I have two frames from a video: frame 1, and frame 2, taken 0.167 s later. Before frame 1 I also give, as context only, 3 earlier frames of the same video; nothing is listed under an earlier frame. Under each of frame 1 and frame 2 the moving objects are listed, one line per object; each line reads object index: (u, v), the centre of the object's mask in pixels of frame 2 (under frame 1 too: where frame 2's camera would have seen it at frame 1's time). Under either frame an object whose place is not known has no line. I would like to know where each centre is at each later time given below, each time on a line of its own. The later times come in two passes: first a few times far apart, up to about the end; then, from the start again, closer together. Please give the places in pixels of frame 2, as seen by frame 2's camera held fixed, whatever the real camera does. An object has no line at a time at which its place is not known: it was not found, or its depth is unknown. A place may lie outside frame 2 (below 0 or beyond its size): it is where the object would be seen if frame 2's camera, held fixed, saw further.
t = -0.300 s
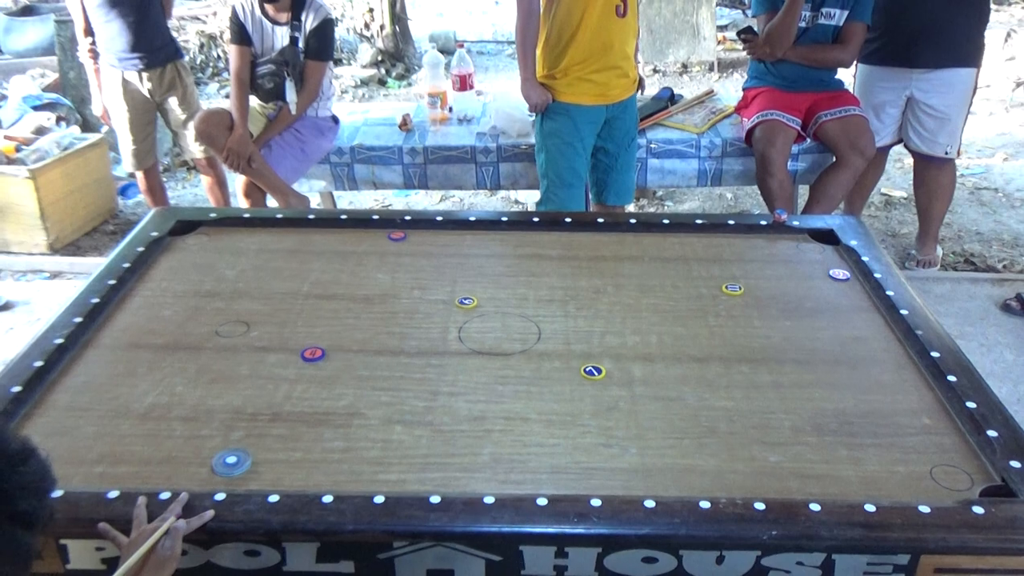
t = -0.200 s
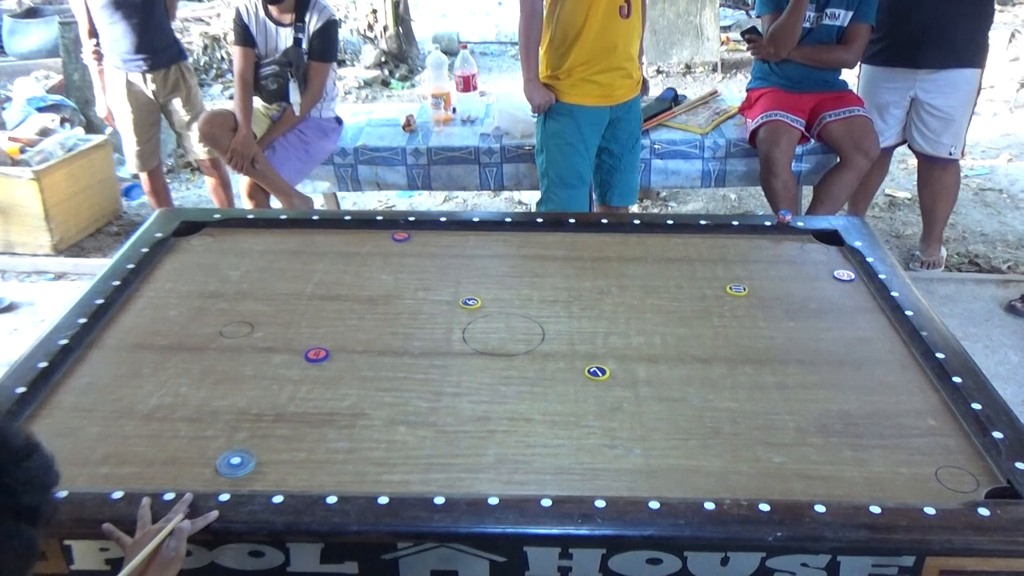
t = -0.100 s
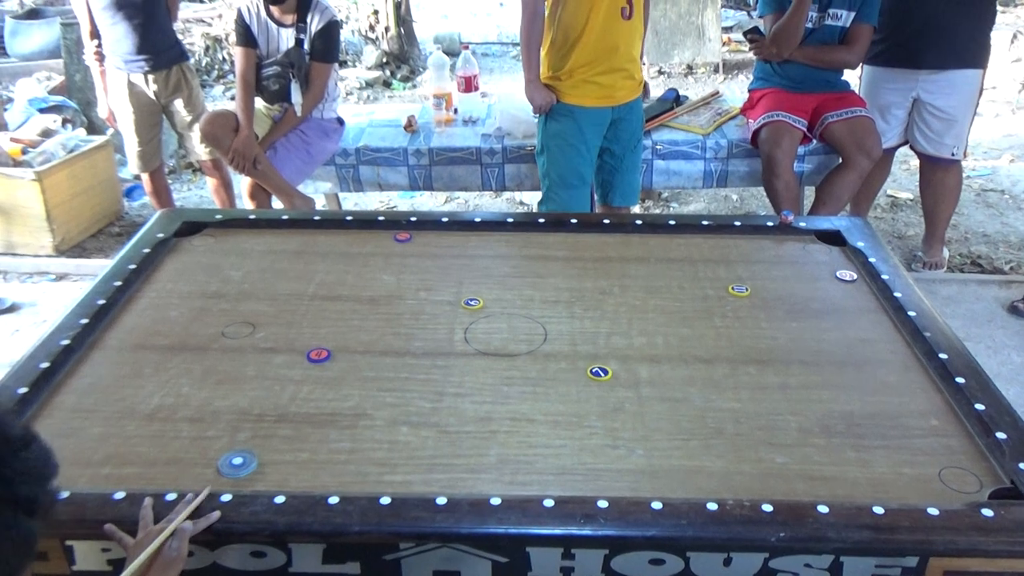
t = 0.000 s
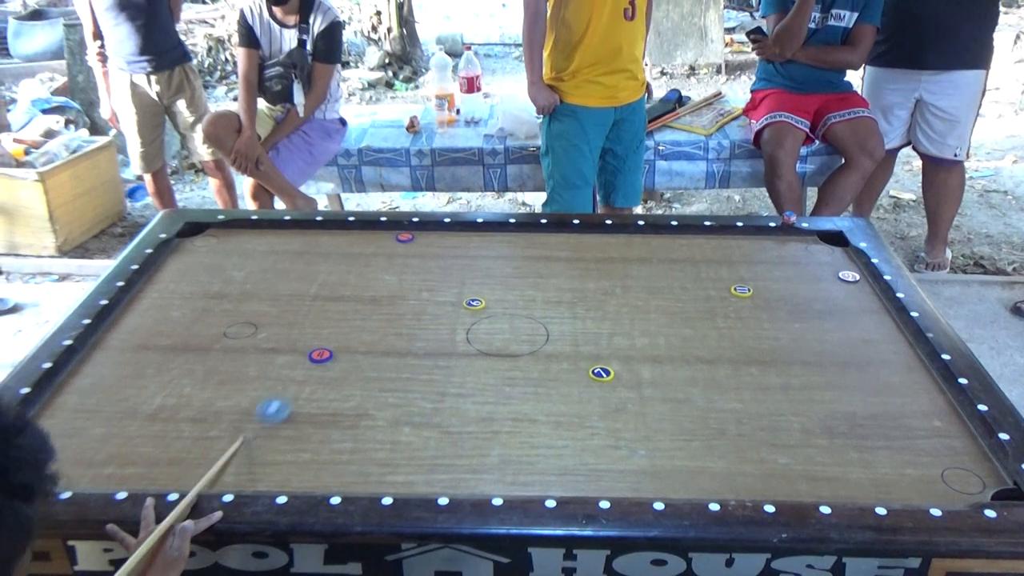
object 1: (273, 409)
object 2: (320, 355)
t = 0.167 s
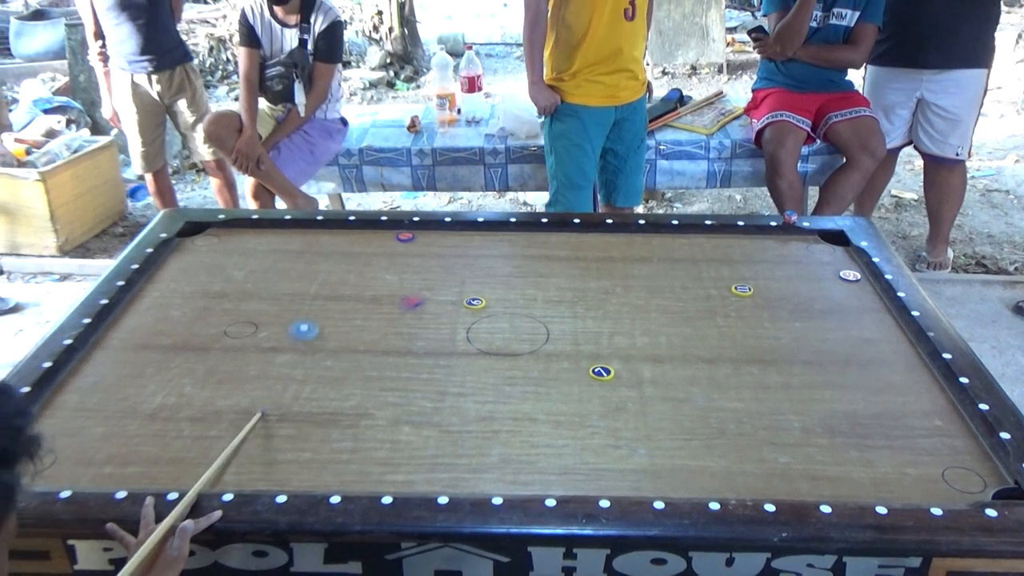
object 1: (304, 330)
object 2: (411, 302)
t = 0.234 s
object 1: (306, 309)
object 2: (462, 273)
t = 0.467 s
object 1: (312, 251)
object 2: (580, 273)
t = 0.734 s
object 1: (266, 256)
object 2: (708, 362)
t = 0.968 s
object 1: (208, 283)
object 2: (848, 458)
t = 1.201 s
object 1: (159, 306)
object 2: (920, 452)
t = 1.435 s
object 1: (123, 321)
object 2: (935, 400)
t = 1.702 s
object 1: (126, 329)
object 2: (905, 366)
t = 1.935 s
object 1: (125, 329)
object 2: (890, 355)
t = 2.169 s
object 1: (126, 329)
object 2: (887, 353)
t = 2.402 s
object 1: (126, 328)
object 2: (887, 353)
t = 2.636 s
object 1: (125, 329)
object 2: (887, 353)
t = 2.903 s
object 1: (126, 328)
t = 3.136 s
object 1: (126, 328)
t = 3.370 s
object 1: (126, 328)
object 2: (887, 353)
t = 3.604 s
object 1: (126, 328)
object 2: (887, 353)
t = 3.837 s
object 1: (126, 329)
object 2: (887, 353)
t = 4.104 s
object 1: (126, 329)
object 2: (887, 353)
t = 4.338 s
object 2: (887, 353)
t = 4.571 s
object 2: (887, 353)
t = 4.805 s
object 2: (887, 353)
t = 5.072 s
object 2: (887, 353)
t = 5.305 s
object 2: (887, 353)
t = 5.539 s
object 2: (887, 353)
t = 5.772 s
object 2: (887, 353)
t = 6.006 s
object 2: (887, 353)
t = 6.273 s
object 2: (887, 353)
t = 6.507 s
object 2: (887, 353)
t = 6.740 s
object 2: (887, 353)
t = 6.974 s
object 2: (887, 353)
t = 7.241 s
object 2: (887, 353)
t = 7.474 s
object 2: (887, 353)
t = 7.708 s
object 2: (887, 353)
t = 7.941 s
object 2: (887, 353)
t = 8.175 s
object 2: (887, 353)
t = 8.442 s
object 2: (887, 353)
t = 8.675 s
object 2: (887, 353)
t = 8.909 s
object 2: (887, 353)
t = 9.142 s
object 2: (887, 353)
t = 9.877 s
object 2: (887, 353)
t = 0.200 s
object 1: (305, 319)
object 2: (437, 287)
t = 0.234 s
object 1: (306, 309)
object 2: (462, 273)
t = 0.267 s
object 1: (308, 300)
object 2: (485, 260)
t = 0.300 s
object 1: (308, 291)
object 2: (506, 248)
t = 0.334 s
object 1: (309, 282)
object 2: (526, 237)
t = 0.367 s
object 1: (310, 273)
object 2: (539, 244)
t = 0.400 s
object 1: (311, 266)
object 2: (552, 253)
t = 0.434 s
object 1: (312, 258)
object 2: (566, 263)
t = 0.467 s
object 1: (312, 251)
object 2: (580, 273)
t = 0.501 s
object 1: (313, 244)
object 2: (594, 284)
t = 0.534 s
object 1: (314, 238)
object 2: (608, 293)
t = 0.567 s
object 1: (311, 235)
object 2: (624, 304)
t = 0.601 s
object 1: (302, 239)
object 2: (639, 315)
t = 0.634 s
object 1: (293, 244)
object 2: (656, 326)
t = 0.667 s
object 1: (284, 248)
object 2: (673, 338)
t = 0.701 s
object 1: (275, 252)
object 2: (691, 351)
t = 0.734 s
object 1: (266, 256)
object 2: (708, 362)
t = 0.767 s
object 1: (258, 260)
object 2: (726, 374)
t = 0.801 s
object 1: (250, 264)
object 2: (745, 387)
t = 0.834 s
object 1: (241, 268)
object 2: (764, 400)
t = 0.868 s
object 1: (232, 272)
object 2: (784, 414)
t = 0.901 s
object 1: (224, 276)
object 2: (805, 428)
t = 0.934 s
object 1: (217, 279)
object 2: (826, 443)
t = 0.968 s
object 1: (208, 283)
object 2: (848, 458)
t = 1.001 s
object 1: (201, 286)
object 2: (870, 473)
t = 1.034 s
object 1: (193, 290)
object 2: (894, 488)
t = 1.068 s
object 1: (186, 293)
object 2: (907, 492)
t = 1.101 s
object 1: (179, 297)
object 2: (911, 481)
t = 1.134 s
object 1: (172, 299)
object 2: (914, 471)
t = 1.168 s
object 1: (165, 303)
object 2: (917, 461)
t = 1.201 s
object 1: (159, 306)
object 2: (920, 452)
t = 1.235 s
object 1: (152, 308)
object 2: (923, 444)
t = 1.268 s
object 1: (146, 311)
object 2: (925, 435)
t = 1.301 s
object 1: (140, 313)
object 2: (928, 427)
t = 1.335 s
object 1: (135, 315)
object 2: (930, 420)
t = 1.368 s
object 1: (131, 318)
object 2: (932, 412)
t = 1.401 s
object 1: (125, 319)
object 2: (934, 406)
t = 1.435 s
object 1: (123, 321)
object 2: (935, 400)
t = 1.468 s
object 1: (122, 323)
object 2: (937, 394)
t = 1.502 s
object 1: (123, 324)
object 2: (932, 388)
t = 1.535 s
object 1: (124, 325)
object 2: (926, 383)
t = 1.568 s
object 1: (124, 326)
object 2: (920, 379)
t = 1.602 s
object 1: (124, 327)
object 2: (916, 375)
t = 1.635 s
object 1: (125, 328)
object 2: (912, 371)
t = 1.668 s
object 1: (125, 328)
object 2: (908, 369)
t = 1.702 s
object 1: (126, 329)
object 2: (905, 366)
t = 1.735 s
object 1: (125, 329)
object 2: (903, 364)
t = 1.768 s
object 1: (125, 329)
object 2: (900, 362)
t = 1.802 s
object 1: (125, 329)
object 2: (897, 360)
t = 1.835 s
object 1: (125, 329)
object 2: (895, 358)
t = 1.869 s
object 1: (126, 329)
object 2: (893, 357)
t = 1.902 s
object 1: (125, 329)
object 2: (891, 356)
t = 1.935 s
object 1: (125, 329)
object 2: (890, 355)
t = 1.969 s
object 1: (125, 329)
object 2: (889, 354)
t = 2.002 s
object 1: (125, 329)
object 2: (888, 354)
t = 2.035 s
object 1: (125, 329)
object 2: (887, 353)
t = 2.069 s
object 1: (125, 329)
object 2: (887, 353)
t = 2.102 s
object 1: (126, 329)
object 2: (887, 353)
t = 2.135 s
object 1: (126, 329)
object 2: (887, 353)
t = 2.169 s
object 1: (126, 329)
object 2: (887, 353)
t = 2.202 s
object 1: (125, 329)
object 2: (887, 353)
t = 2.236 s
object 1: (125, 329)
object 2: (887, 353)
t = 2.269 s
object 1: (125, 329)
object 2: (887, 353)
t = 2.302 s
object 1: (125, 329)
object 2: (887, 353)
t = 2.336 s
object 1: (125, 329)
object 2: (887, 353)
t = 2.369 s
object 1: (126, 328)
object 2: (887, 353)
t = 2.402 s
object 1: (126, 328)
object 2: (887, 353)
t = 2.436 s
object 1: (126, 328)
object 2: (887, 353)
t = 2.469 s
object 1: (125, 329)
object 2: (887, 353)
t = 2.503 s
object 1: (125, 329)
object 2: (887, 353)
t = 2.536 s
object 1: (126, 328)
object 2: (887, 353)
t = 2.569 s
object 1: (126, 329)
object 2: (887, 353)
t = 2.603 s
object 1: (126, 329)
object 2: (887, 353)
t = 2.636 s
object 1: (125, 329)
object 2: (887, 353)
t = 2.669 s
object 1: (126, 328)
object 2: (887, 353)
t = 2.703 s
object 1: (126, 328)
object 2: (887, 353)
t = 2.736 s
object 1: (126, 328)
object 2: (887, 353)
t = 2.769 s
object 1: (126, 329)
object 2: (887, 353)
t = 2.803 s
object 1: (126, 329)
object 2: (887, 353)
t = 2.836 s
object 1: (126, 328)
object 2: (887, 353)
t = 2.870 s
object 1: (126, 328)
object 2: (887, 353)
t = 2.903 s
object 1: (126, 328)
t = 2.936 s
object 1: (126, 328)
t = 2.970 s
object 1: (126, 328)
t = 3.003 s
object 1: (126, 328)
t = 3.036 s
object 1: (126, 328)
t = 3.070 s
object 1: (126, 328)
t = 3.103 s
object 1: (126, 328)
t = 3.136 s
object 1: (126, 328)
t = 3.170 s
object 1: (126, 328)
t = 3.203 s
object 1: (126, 328)
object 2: (887, 353)
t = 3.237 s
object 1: (126, 328)
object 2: (887, 353)
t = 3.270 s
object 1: (126, 328)
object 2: (887, 353)
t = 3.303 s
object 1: (126, 328)
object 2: (887, 353)
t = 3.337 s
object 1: (126, 328)
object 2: (887, 353)
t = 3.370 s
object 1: (126, 328)
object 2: (887, 353)
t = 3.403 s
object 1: (126, 328)
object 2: (887, 353)
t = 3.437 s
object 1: (126, 328)
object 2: (887, 353)
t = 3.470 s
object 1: (126, 328)
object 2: (887, 353)
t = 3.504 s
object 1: (126, 328)
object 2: (887, 353)
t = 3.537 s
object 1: (126, 328)
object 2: (887, 353)
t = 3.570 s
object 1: (126, 328)
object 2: (887, 353)
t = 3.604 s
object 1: (126, 328)
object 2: (887, 353)
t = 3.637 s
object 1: (126, 328)
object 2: (887, 353)
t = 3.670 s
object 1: (126, 328)
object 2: (887, 353)
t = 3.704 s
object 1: (126, 328)
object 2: (887, 353)
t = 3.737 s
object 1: (126, 328)
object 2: (887, 353)
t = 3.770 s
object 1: (126, 329)
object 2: (887, 353)
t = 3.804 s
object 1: (126, 328)
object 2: (887, 353)
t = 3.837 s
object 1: (126, 329)
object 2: (887, 353)
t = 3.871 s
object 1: (126, 329)
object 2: (887, 353)
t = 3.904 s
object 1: (126, 329)
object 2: (887, 353)
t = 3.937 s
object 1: (126, 329)
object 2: (887, 353)
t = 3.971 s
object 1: (126, 329)
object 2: (887, 353)
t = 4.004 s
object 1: (126, 328)
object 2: (887, 353)
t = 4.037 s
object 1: (126, 329)
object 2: (887, 353)
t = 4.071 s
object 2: (887, 353)
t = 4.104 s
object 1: (126, 329)
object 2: (887, 353)
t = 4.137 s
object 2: (887, 353)
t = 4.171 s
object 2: (887, 353)
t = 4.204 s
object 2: (887, 353)
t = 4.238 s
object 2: (887, 353)
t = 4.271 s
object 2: (887, 353)
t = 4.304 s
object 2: (887, 353)
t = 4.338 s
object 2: (887, 353)
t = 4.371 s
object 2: (887, 353)
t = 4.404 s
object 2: (887, 353)
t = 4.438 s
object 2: (887, 353)
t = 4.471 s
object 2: (887, 353)
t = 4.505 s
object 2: (887, 353)
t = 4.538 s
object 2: (887, 353)
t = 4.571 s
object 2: (887, 353)
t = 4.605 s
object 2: (887, 353)
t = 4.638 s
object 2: (887, 353)
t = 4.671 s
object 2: (887, 353)
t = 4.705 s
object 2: (887, 353)
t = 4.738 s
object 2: (887, 353)
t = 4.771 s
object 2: (887, 353)
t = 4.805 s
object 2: (887, 353)
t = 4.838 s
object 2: (887, 353)
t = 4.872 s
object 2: (887, 353)
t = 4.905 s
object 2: (887, 353)
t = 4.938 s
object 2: (887, 353)
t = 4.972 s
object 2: (887, 353)
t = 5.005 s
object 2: (887, 353)
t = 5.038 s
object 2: (887, 353)
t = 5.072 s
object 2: (887, 353)
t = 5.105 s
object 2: (887, 353)
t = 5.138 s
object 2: (887, 353)
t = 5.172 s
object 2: (887, 353)
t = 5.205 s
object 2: (887, 353)
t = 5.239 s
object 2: (887, 353)
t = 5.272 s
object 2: (887, 353)
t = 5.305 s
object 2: (887, 353)
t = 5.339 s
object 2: (887, 353)
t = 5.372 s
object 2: (887, 353)
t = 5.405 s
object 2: (887, 353)
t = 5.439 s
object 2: (887, 353)
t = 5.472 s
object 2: (887, 353)
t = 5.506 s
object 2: (887, 353)
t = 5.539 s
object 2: (887, 353)
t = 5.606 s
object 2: (887, 353)
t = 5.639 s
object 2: (887, 353)
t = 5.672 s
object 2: (887, 353)
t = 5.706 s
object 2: (887, 353)
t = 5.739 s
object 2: (887, 353)
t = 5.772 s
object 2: (887, 353)
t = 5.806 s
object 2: (887, 353)
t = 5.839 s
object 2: (887, 353)
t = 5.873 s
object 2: (887, 353)
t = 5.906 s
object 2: (887, 353)
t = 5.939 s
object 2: (887, 353)
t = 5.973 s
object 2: (887, 353)
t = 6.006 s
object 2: (887, 353)
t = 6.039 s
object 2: (887, 353)
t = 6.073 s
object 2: (887, 353)
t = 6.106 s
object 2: (887, 353)
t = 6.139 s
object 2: (887, 353)
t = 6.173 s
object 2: (887, 353)
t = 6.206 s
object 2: (887, 353)
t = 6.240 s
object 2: (887, 353)
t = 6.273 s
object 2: (887, 353)
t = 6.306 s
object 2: (887, 353)
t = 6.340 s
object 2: (887, 353)
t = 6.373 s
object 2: (887, 353)
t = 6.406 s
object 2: (887, 353)
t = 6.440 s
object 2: (887, 353)
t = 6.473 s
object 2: (887, 353)
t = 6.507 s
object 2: (887, 353)
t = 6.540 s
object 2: (887, 353)
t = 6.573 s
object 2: (887, 353)
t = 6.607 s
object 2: (887, 353)
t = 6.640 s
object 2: (887, 353)
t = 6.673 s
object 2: (887, 353)
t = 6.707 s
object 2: (887, 353)
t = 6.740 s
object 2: (887, 353)
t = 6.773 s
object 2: (887, 353)
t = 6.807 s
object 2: (887, 353)
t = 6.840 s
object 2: (887, 353)
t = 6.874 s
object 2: (887, 353)
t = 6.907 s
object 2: (887, 353)
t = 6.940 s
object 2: (887, 353)
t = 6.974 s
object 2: (887, 353)
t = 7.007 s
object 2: (887, 353)
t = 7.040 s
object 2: (887, 353)
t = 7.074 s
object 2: (887, 353)
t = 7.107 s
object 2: (887, 353)
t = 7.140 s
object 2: (887, 353)
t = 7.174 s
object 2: (887, 353)
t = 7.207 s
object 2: (887, 353)
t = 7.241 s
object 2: (887, 353)
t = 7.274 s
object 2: (887, 353)
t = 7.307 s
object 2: (887, 353)
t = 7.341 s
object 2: (887, 353)
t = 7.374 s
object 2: (887, 353)
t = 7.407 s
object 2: (887, 353)
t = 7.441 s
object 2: (887, 353)
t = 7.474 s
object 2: (887, 353)
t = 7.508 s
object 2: (887, 353)
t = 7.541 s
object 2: (887, 353)
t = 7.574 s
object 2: (887, 353)
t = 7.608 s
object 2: (887, 353)
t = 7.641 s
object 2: (887, 353)
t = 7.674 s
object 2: (887, 353)
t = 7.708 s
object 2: (887, 353)
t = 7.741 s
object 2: (887, 353)
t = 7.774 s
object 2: (887, 353)
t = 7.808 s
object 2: (887, 353)
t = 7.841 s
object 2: (887, 353)
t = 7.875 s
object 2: (887, 353)
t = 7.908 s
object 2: (887, 353)
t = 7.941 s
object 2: (887, 353)
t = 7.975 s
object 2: (887, 353)
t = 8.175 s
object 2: (887, 353)
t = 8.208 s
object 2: (887, 353)
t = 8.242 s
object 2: (887, 353)
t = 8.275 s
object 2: (887, 353)
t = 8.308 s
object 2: (887, 353)
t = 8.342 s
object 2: (887, 353)
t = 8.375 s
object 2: (887, 353)
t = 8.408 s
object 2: (887, 353)
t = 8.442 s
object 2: (887, 353)
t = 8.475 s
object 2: (887, 353)
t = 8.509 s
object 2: (887, 353)
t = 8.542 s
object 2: (887, 353)
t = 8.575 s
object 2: (887, 353)
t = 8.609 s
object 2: (887, 353)
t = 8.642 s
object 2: (887, 353)
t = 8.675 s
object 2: (887, 353)
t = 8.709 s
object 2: (887, 353)
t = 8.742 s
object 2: (887, 353)
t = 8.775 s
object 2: (887, 353)
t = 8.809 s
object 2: (887, 353)
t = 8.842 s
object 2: (887, 353)
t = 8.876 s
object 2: (887, 353)
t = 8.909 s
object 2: (887, 353)
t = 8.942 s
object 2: (887, 353)
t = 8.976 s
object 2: (887, 353)
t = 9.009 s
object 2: (887, 353)
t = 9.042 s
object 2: (887, 353)
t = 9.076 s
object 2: (887, 353)
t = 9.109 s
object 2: (887, 353)
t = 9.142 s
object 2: (887, 353)
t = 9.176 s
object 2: (887, 353)
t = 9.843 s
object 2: (887, 353)
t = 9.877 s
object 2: (887, 353)
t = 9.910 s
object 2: (887, 353)
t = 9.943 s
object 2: (887, 353)
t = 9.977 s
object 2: (887, 353)
